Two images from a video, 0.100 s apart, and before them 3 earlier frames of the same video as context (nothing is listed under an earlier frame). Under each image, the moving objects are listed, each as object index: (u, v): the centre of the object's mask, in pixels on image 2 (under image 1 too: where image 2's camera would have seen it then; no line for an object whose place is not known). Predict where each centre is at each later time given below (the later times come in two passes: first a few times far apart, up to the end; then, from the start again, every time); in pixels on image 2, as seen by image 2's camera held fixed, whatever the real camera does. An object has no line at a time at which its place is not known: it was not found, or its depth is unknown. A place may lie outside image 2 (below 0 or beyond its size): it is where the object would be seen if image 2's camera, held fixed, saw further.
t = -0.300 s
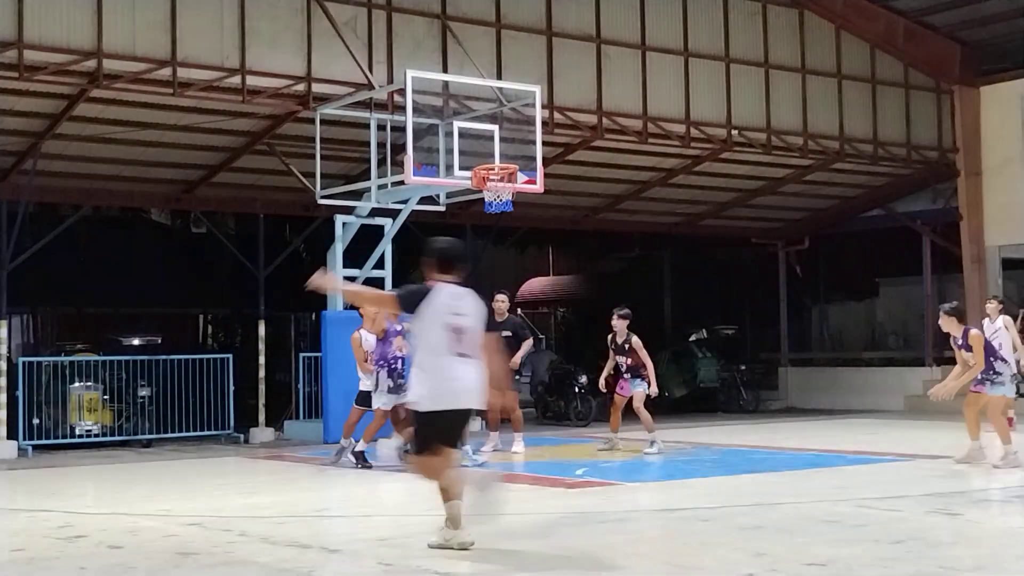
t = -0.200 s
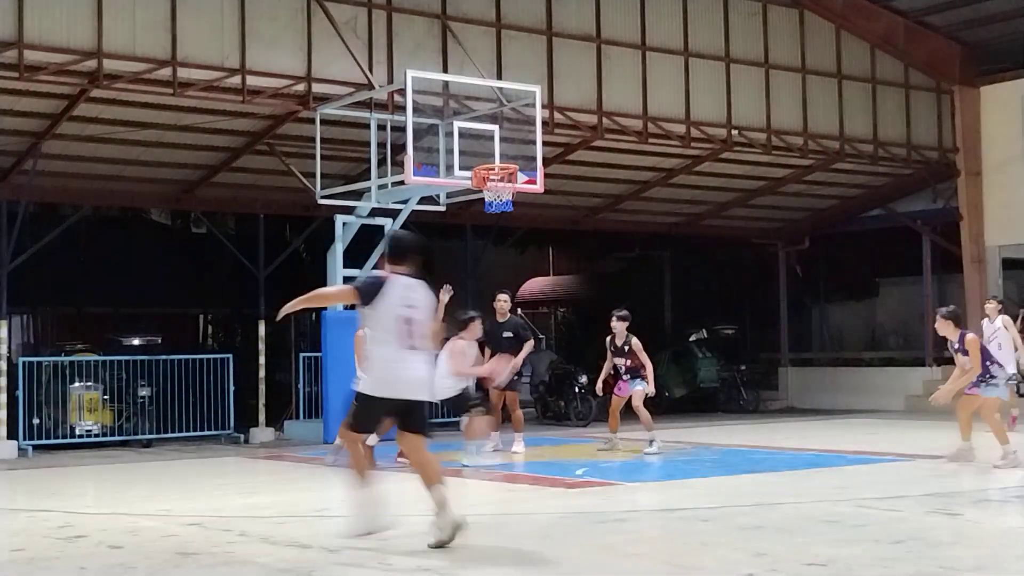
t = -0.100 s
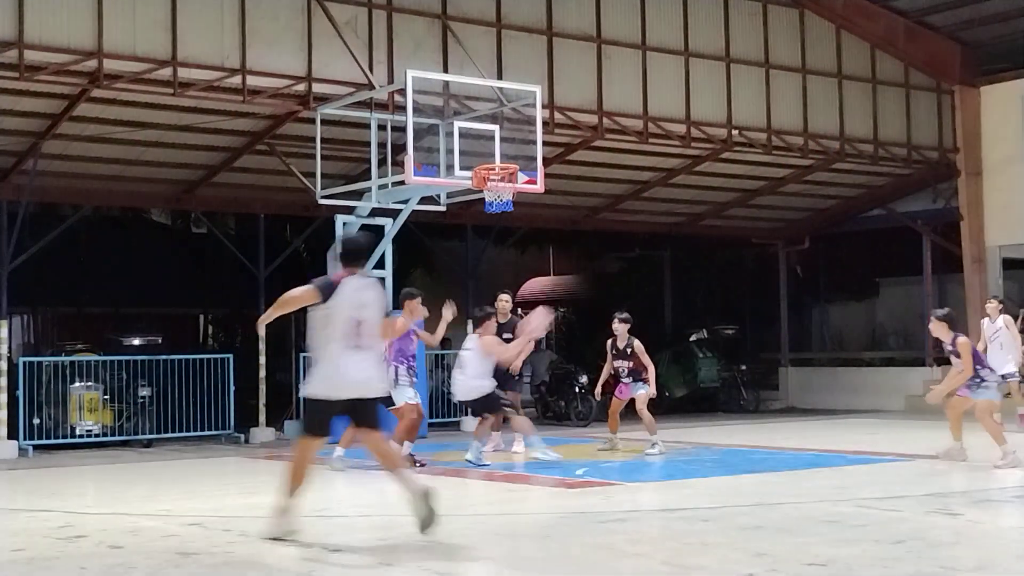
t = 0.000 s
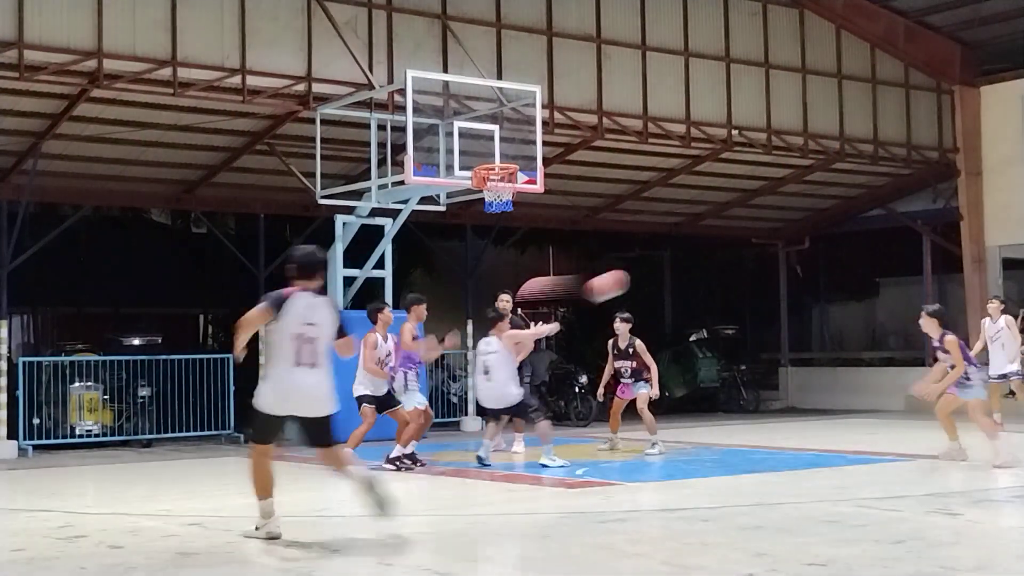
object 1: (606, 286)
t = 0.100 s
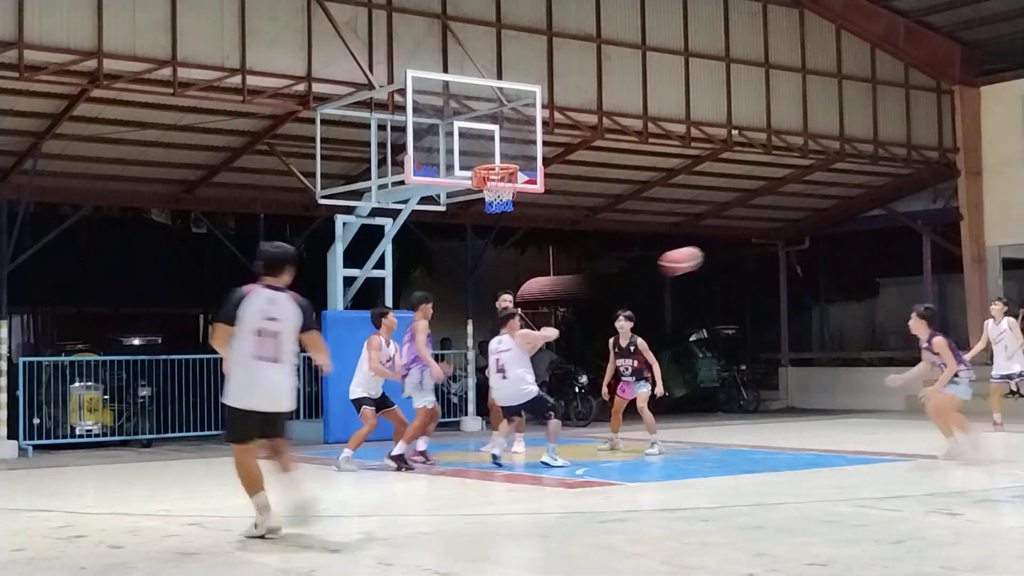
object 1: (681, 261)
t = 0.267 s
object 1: (794, 241)
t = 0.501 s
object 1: (935, 256)
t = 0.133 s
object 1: (705, 255)
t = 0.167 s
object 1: (728, 250)
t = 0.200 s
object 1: (751, 246)
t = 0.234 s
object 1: (773, 243)
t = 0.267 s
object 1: (794, 241)
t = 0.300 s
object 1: (815, 240)
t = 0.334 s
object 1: (836, 241)
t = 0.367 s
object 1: (856, 242)
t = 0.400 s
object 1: (876, 244)
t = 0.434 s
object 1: (896, 247)
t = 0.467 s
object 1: (916, 251)
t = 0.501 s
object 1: (935, 256)
